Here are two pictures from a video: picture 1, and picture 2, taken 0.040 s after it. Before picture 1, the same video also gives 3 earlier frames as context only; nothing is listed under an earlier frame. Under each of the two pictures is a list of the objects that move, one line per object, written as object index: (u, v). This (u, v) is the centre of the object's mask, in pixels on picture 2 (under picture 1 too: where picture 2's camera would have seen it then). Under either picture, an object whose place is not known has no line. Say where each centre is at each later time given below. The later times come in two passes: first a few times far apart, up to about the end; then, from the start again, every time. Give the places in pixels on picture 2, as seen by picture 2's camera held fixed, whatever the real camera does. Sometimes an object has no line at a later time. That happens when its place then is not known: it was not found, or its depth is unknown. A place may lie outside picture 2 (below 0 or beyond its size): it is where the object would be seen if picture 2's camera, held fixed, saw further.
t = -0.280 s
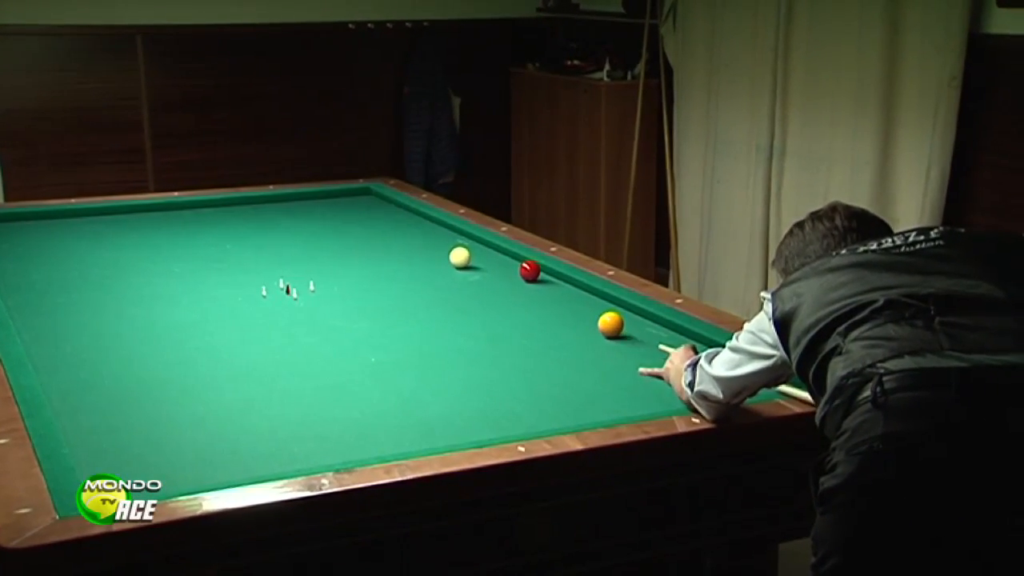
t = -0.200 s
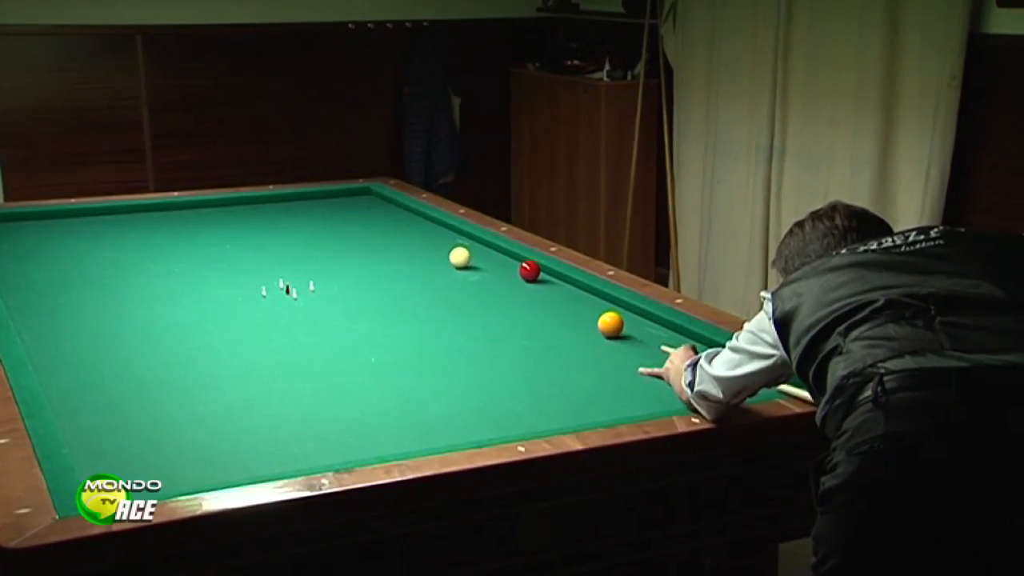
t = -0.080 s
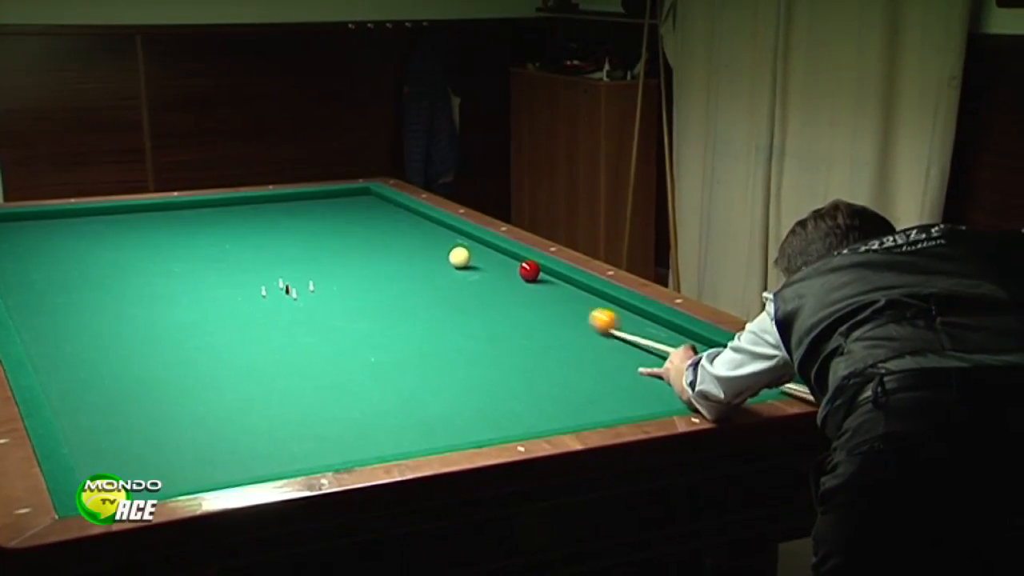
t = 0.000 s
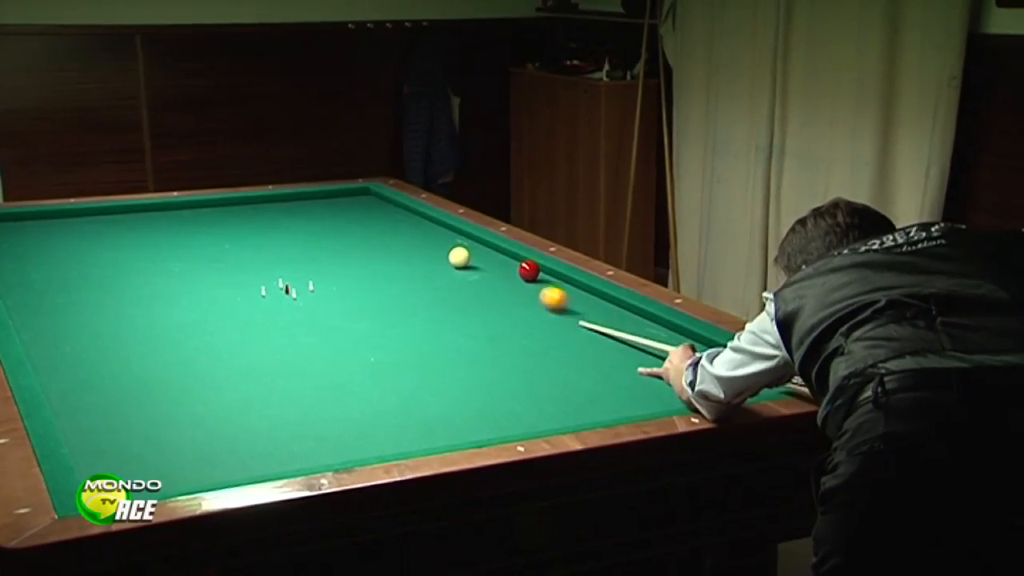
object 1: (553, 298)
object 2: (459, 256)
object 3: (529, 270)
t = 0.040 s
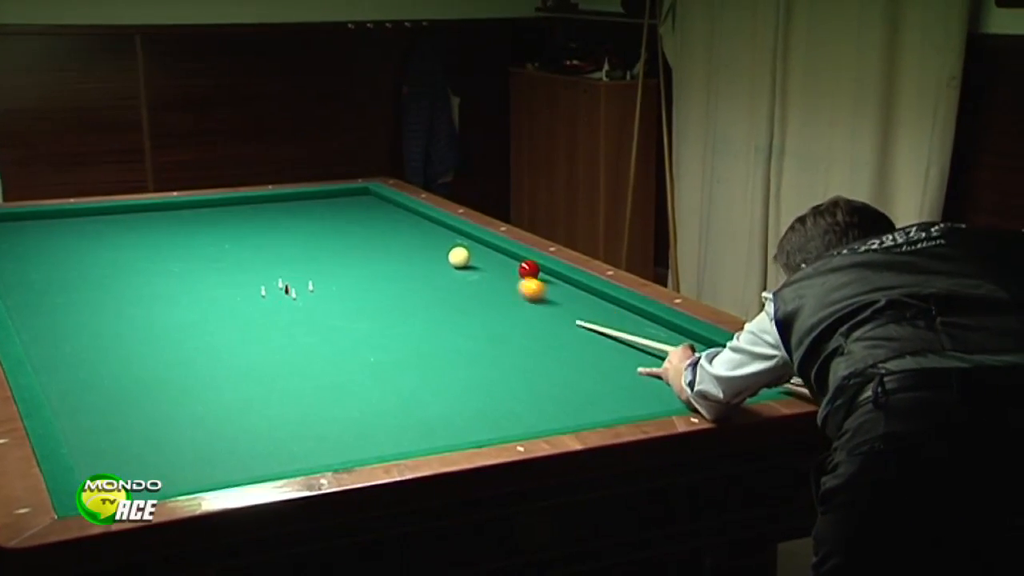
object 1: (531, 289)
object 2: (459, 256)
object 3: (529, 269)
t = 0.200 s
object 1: (470, 261)
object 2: (448, 252)
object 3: (528, 270)
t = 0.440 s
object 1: (488, 262)
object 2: (363, 221)
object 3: (529, 270)
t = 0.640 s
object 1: (504, 265)
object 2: (314, 203)
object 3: (529, 270)
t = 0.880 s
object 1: (517, 267)
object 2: (302, 204)
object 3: (536, 272)
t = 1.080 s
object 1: (522, 267)
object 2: (316, 216)
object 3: (545, 274)
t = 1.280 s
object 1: (526, 267)
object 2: (328, 228)
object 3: (552, 276)
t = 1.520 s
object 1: (530, 268)
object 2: (345, 245)
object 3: (554, 278)
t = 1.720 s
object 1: (533, 268)
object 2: (361, 260)
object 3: (556, 280)
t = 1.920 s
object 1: (535, 268)
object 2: (378, 276)
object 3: (557, 282)
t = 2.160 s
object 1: (536, 268)
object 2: (401, 298)
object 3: (558, 284)
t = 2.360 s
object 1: (536, 268)
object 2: (422, 319)
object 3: (559, 285)
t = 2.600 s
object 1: (536, 268)
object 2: (452, 347)
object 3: (560, 287)
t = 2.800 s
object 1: (536, 268)
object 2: (479, 374)
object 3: (560, 288)
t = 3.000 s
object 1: (536, 268)
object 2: (511, 405)
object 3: (560, 289)
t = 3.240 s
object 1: (536, 268)
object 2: (519, 418)
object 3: (560, 290)
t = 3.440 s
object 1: (536, 268)
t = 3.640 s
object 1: (536, 268)
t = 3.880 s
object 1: (536, 268)
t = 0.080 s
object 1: (511, 279)
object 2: (458, 257)
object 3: (529, 270)
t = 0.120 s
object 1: (492, 271)
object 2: (459, 257)
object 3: (529, 270)
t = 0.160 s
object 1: (476, 264)
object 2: (458, 256)
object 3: (529, 270)
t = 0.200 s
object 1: (470, 261)
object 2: (448, 252)
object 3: (528, 270)
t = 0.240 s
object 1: (472, 260)
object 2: (432, 247)
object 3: (528, 270)
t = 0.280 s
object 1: (475, 260)
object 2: (416, 241)
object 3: (529, 270)
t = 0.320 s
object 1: (478, 261)
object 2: (402, 235)
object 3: (529, 270)
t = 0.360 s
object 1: (481, 261)
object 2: (388, 230)
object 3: (529, 270)
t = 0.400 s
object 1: (484, 261)
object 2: (375, 226)
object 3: (529, 270)
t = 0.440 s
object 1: (488, 262)
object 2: (363, 221)
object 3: (529, 270)
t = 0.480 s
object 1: (491, 263)
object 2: (353, 217)
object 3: (529, 270)
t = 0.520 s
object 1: (495, 263)
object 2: (342, 213)
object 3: (529, 270)
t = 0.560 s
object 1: (498, 264)
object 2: (332, 210)
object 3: (529, 270)
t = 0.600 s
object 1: (501, 265)
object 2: (323, 207)
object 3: (529, 270)
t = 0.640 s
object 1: (504, 265)
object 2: (314, 203)
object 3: (529, 270)
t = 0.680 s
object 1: (508, 266)
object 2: (305, 200)
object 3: (529, 270)
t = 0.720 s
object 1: (511, 266)
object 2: (297, 196)
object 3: (529, 270)
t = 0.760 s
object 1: (513, 266)
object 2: (291, 195)
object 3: (530, 270)
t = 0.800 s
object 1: (514, 267)
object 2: (294, 198)
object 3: (532, 271)
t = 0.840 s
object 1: (516, 267)
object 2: (298, 201)
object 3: (534, 272)
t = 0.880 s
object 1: (517, 267)
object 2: (302, 204)
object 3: (536, 272)
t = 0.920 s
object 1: (518, 267)
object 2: (305, 206)
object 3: (537, 273)
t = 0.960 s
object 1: (519, 267)
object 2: (308, 209)
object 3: (539, 273)
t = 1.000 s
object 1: (520, 267)
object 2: (311, 212)
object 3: (541, 273)
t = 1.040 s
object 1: (521, 267)
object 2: (313, 214)
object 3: (543, 274)
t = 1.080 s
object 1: (522, 267)
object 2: (316, 216)
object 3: (545, 274)
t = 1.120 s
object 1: (523, 267)
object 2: (318, 218)
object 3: (547, 274)
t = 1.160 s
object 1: (524, 268)
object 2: (321, 221)
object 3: (549, 275)
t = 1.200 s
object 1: (524, 268)
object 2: (323, 223)
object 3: (551, 275)
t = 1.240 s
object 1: (526, 267)
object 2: (326, 225)
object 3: (552, 275)
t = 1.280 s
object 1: (526, 267)
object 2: (328, 228)
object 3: (552, 276)
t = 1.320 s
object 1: (527, 267)
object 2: (331, 231)
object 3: (553, 276)
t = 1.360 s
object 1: (527, 267)
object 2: (334, 233)
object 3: (553, 277)
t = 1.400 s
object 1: (528, 268)
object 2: (337, 236)
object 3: (553, 277)
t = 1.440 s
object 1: (529, 268)
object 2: (340, 239)
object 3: (554, 277)
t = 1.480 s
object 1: (529, 268)
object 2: (342, 242)
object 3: (554, 278)
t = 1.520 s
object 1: (530, 268)
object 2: (345, 245)
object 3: (554, 278)
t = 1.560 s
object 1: (531, 268)
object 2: (348, 247)
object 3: (555, 278)
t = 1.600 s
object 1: (531, 268)
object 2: (351, 250)
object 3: (555, 279)
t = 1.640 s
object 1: (532, 268)
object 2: (354, 253)
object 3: (555, 279)
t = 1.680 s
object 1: (532, 268)
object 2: (358, 257)
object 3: (556, 280)
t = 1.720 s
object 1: (533, 268)
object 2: (361, 260)
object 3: (556, 280)
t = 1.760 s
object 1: (533, 268)
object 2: (364, 262)
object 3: (556, 281)
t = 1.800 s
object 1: (534, 268)
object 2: (368, 266)
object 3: (557, 281)
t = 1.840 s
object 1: (534, 268)
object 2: (371, 269)
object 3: (557, 282)
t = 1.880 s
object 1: (535, 268)
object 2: (375, 273)
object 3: (557, 282)
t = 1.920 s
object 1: (535, 268)
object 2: (378, 276)
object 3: (557, 282)
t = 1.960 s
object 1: (535, 268)
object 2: (382, 280)
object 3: (558, 282)
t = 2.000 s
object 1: (536, 268)
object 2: (386, 283)
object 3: (558, 283)
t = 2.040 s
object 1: (536, 268)
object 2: (389, 287)
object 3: (558, 283)
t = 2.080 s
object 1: (536, 268)
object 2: (393, 291)
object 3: (558, 283)
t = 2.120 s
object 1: (536, 268)
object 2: (397, 294)
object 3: (558, 283)
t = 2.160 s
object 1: (536, 268)
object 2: (401, 298)
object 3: (558, 284)
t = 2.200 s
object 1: (536, 268)
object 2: (405, 302)
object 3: (559, 285)
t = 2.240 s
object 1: (536, 268)
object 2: (410, 306)
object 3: (559, 285)
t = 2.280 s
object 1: (536, 268)
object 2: (414, 310)
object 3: (559, 285)
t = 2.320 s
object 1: (536, 268)
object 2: (418, 315)
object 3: (559, 285)
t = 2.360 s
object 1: (536, 268)
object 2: (422, 319)
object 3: (559, 285)
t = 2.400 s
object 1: (536, 268)
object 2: (427, 323)
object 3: (559, 286)
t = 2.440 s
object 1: (536, 268)
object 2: (432, 328)
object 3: (559, 286)
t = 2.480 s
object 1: (536, 268)
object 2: (437, 332)
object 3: (559, 286)
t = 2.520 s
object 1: (536, 268)
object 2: (441, 337)
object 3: (560, 286)
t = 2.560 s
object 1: (536, 268)
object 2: (447, 342)
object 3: (560, 287)
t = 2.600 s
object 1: (536, 268)
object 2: (452, 347)
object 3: (560, 287)
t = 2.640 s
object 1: (536, 268)
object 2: (457, 352)
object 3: (560, 287)
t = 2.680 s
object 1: (536, 268)
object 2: (462, 357)
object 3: (560, 287)
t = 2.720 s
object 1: (536, 268)
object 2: (468, 363)
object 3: (560, 288)
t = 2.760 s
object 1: (536, 268)
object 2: (474, 368)
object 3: (560, 288)
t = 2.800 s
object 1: (536, 268)
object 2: (479, 374)
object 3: (560, 288)
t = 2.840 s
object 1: (536, 268)
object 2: (486, 380)
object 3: (560, 288)
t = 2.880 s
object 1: (536, 268)
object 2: (492, 386)
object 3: (560, 289)
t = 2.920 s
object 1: (536, 268)
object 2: (498, 392)
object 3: (560, 289)
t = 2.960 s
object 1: (536, 268)
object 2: (504, 398)
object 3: (560, 289)
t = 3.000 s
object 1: (536, 268)
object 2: (511, 405)
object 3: (560, 289)
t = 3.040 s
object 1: (536, 268)
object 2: (518, 411)
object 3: (560, 289)
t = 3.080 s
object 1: (536, 268)
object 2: (525, 417)
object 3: (560, 289)
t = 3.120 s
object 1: (536, 268)
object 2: (531, 421)
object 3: (560, 290)
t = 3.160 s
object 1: (536, 268)
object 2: (534, 423)
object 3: (560, 290)
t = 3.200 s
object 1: (536, 268)
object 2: (526, 420)
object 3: (560, 290)
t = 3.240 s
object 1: (536, 268)
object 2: (519, 418)
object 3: (560, 290)
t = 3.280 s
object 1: (536, 268)
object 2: (512, 415)
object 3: (560, 291)
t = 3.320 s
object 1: (536, 268)
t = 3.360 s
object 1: (536, 268)
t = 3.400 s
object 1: (536, 268)
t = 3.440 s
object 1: (536, 268)
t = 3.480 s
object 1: (536, 268)
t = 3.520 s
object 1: (536, 268)
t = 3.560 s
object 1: (536, 268)
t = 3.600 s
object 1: (536, 268)
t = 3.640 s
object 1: (536, 268)
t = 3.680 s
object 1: (536, 268)
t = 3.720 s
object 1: (536, 268)
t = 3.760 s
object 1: (536, 268)
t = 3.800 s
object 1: (536, 268)
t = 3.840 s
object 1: (536, 268)
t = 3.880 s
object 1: (536, 268)
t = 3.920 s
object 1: (536, 268)
